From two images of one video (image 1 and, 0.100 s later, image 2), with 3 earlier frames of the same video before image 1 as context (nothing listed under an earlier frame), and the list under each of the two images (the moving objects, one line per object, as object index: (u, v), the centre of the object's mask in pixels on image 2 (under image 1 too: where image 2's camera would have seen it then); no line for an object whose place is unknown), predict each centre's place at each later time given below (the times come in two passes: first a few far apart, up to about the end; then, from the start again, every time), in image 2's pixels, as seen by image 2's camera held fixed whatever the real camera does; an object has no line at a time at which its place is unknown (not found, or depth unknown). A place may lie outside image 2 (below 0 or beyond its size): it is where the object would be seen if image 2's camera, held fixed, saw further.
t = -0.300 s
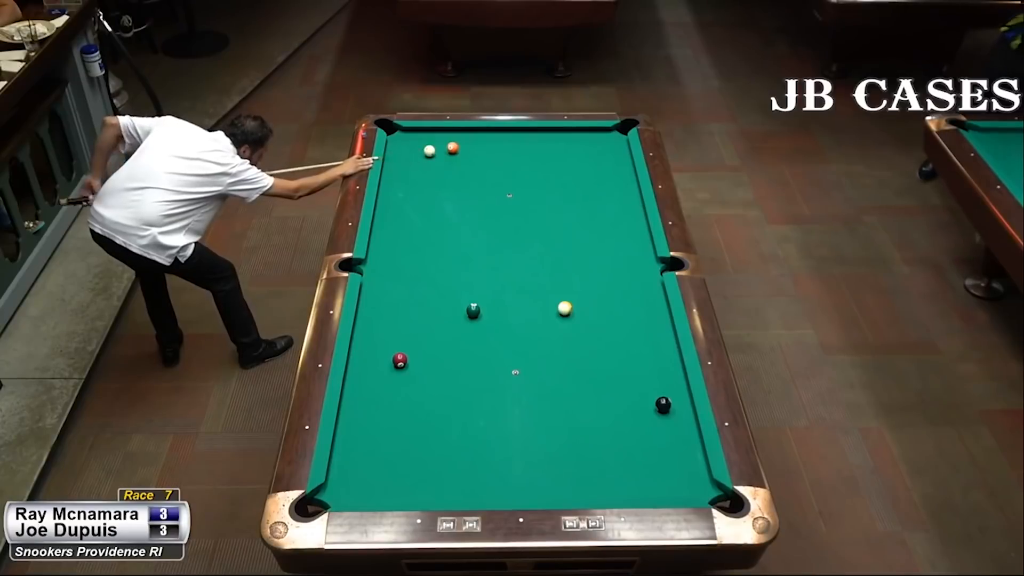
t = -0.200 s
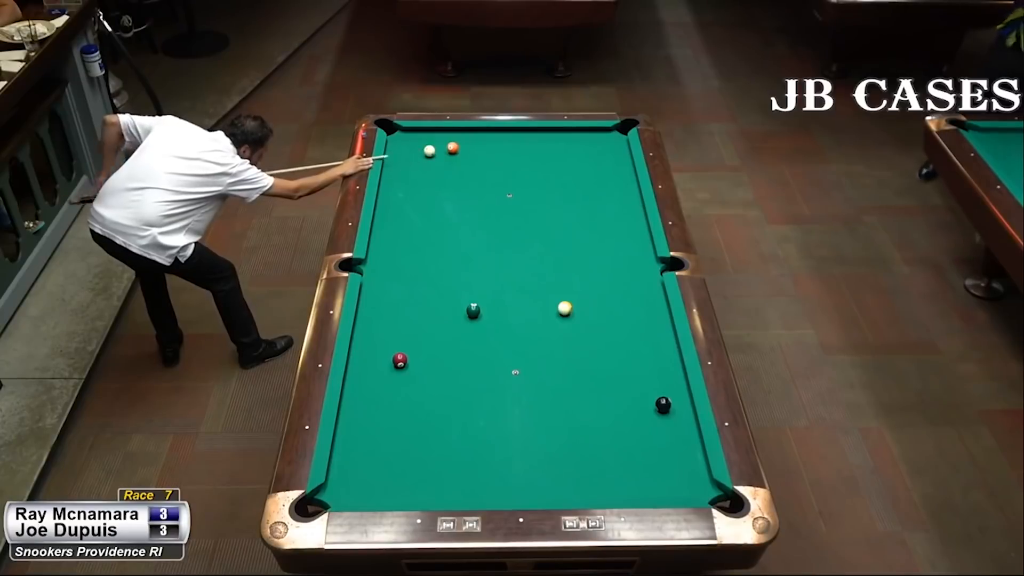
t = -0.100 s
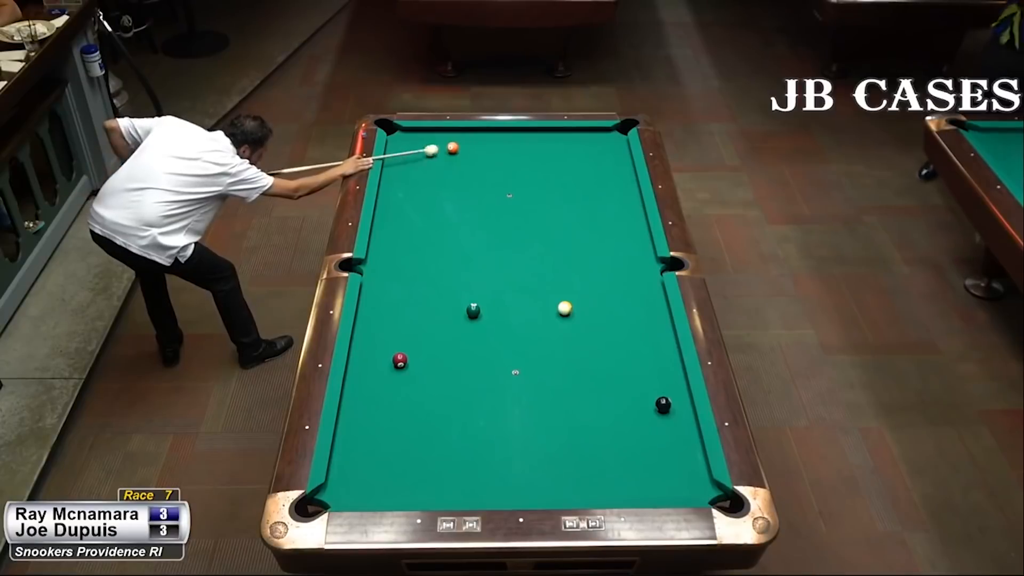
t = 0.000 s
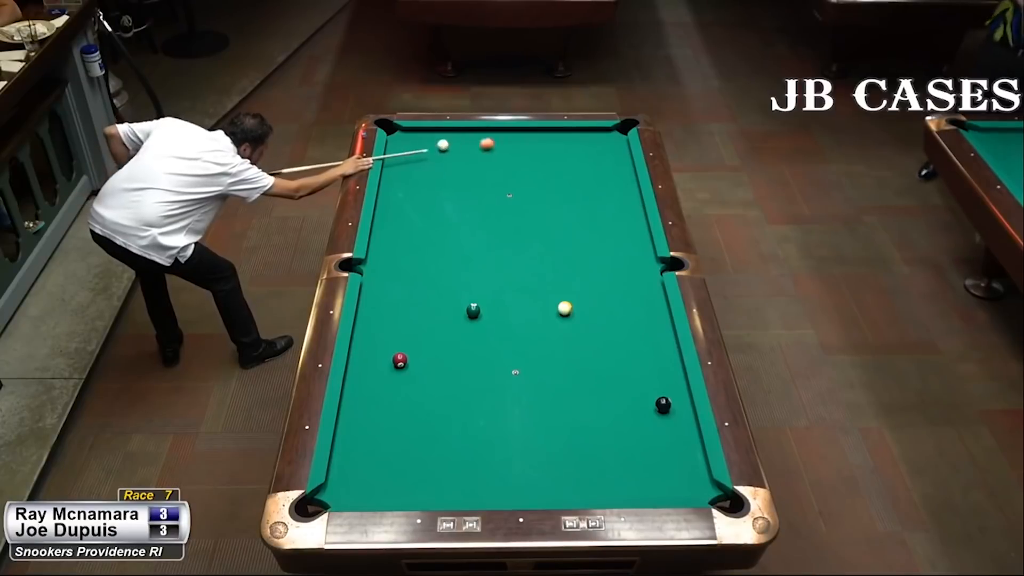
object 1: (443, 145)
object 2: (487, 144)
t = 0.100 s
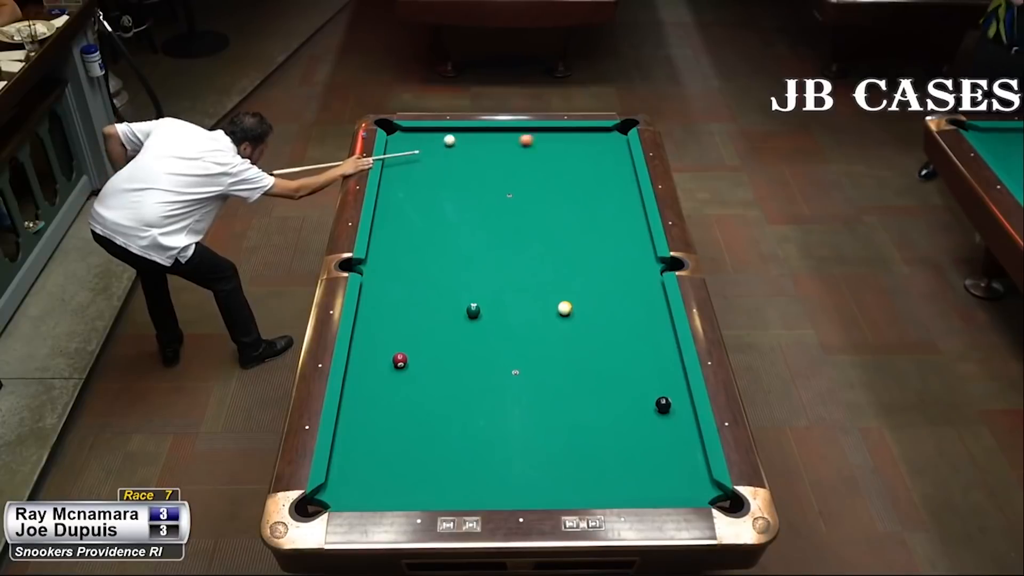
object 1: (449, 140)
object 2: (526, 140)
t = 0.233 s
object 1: (460, 135)
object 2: (565, 136)
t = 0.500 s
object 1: (492, 135)
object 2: (627, 128)
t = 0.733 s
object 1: (517, 141)
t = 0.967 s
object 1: (545, 147)
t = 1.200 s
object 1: (572, 153)
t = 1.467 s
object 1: (601, 160)
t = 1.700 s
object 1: (627, 166)
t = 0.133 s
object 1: (451, 140)
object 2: (532, 140)
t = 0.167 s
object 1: (455, 137)
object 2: (549, 138)
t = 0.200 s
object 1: (459, 135)
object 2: (560, 137)
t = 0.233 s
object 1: (460, 135)
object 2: (565, 136)
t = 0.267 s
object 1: (465, 132)
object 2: (580, 135)
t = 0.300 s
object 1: (468, 131)
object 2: (590, 134)
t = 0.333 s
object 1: (470, 130)
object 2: (595, 133)
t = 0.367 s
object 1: (476, 131)
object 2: (609, 132)
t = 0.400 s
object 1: (480, 132)
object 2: (619, 130)
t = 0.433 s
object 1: (482, 133)
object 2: (624, 130)
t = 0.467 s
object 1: (488, 134)
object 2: (627, 128)
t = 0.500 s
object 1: (492, 135)
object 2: (627, 128)
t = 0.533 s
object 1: (493, 135)
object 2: (628, 129)
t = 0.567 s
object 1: (499, 137)
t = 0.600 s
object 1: (503, 138)
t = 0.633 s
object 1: (505, 138)
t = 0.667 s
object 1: (511, 140)
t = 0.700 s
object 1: (515, 140)
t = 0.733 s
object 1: (517, 141)
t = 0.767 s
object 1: (523, 142)
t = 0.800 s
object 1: (527, 143)
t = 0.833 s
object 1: (528, 143)
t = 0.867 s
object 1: (534, 145)
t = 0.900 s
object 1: (538, 145)
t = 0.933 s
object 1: (540, 146)
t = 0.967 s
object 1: (545, 147)
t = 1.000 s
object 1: (549, 148)
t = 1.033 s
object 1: (551, 148)
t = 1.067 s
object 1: (557, 150)
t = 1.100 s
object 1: (561, 151)
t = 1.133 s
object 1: (563, 151)
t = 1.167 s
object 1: (568, 153)
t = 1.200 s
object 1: (572, 153)
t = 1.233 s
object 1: (574, 154)
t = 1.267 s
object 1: (579, 155)
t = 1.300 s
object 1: (583, 156)
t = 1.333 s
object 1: (585, 156)
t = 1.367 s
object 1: (590, 158)
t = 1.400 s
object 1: (594, 158)
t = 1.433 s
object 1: (596, 159)
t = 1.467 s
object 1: (601, 160)
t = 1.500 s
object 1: (605, 161)
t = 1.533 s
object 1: (607, 161)
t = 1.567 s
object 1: (612, 163)
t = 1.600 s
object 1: (616, 164)
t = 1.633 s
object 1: (618, 164)
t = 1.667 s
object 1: (623, 165)
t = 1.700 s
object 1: (627, 166)
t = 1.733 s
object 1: (628, 166)
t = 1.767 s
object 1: (627, 168)
